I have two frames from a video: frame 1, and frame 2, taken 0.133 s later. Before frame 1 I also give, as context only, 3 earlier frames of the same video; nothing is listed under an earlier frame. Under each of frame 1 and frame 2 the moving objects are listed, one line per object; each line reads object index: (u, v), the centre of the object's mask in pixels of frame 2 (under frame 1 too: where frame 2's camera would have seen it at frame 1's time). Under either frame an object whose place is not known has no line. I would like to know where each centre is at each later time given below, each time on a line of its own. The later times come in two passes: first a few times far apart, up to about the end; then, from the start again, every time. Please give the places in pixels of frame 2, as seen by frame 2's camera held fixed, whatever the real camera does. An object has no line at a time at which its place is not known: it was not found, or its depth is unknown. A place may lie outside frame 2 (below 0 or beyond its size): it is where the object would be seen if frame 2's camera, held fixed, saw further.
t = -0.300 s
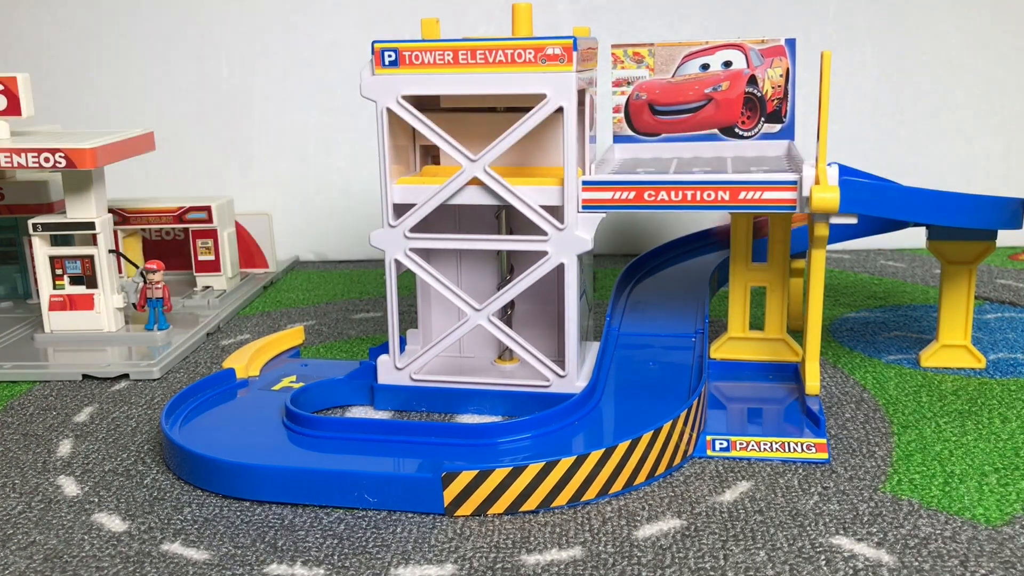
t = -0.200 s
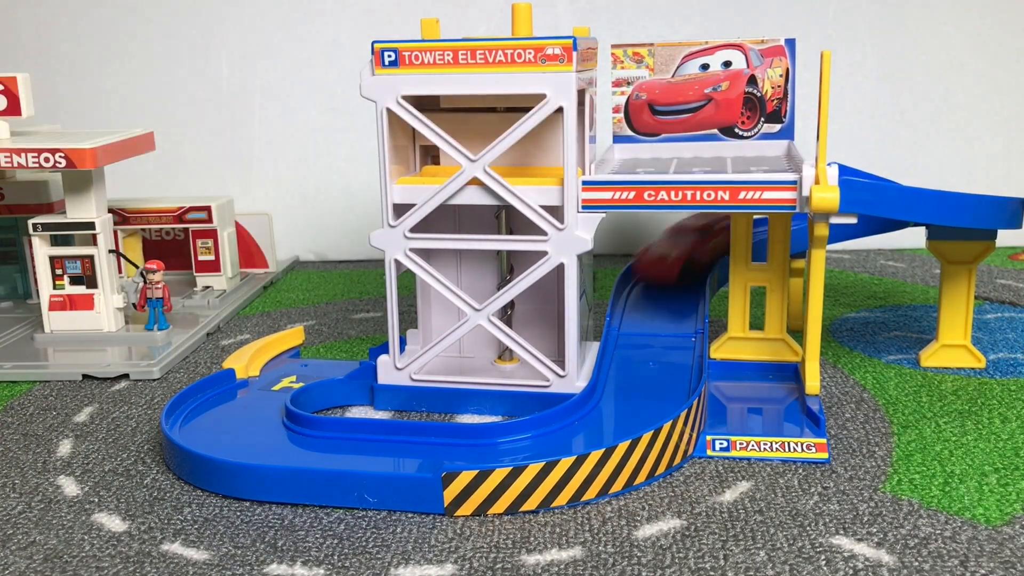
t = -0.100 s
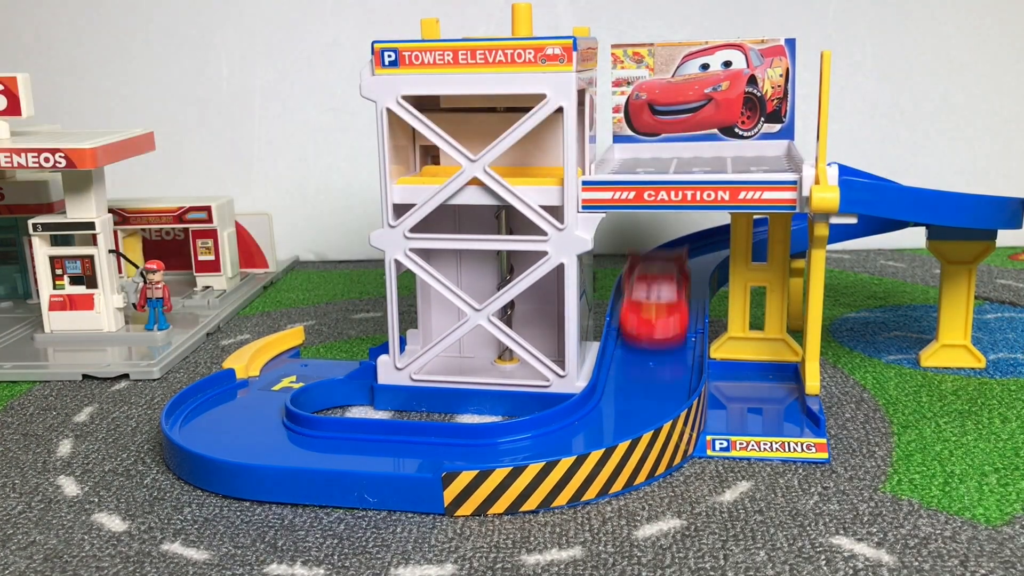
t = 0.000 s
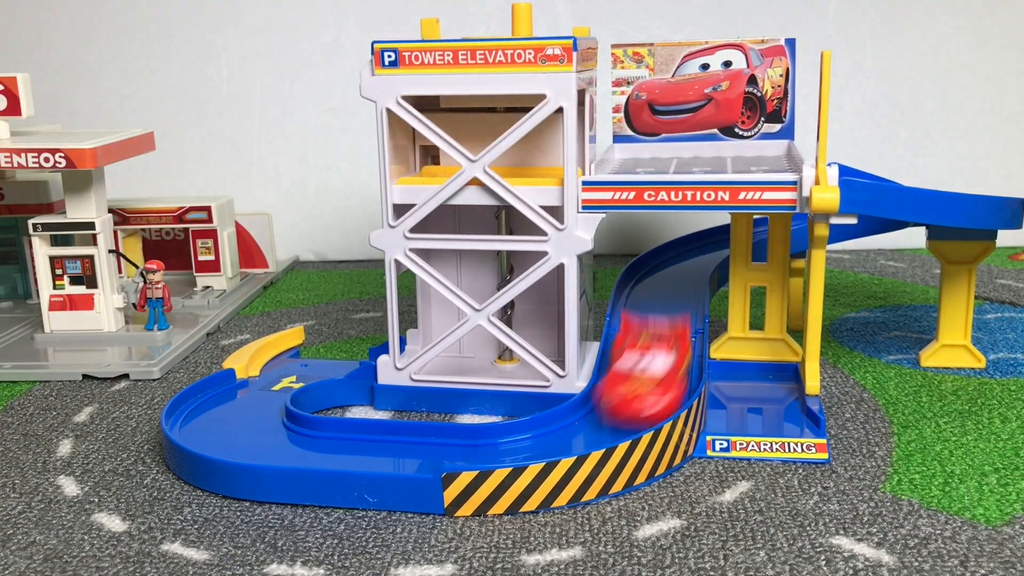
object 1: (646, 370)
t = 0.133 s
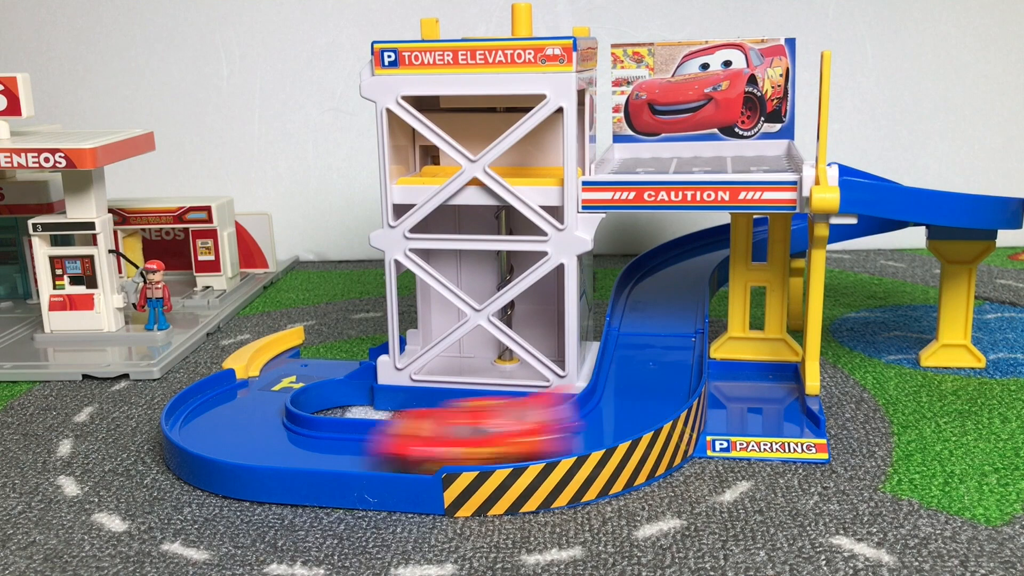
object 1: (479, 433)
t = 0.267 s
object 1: (265, 423)
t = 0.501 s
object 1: (277, 363)
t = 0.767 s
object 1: (338, 333)
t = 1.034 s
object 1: (369, 323)
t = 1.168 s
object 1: (368, 324)
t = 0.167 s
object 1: (420, 435)
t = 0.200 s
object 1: (365, 434)
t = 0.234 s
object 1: (309, 430)
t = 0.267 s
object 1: (265, 423)
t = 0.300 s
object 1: (239, 415)
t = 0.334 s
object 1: (228, 406)
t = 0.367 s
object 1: (222, 397)
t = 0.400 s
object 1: (229, 386)
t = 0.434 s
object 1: (244, 378)
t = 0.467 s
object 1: (260, 371)
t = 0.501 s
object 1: (277, 363)
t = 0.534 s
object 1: (292, 357)
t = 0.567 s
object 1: (305, 350)
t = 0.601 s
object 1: (314, 347)
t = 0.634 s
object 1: (320, 344)
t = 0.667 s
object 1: (326, 340)
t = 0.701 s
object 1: (330, 339)
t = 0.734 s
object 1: (333, 337)
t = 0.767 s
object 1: (338, 333)
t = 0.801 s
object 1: (340, 334)
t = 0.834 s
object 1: (343, 333)
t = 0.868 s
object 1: (347, 332)
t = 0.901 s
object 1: (351, 332)
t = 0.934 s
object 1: (356, 327)
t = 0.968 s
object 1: (358, 326)
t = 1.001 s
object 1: (368, 323)
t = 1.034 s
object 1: (369, 323)
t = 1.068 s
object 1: (369, 323)
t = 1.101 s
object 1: (368, 323)
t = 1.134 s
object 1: (368, 324)
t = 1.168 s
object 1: (368, 324)
